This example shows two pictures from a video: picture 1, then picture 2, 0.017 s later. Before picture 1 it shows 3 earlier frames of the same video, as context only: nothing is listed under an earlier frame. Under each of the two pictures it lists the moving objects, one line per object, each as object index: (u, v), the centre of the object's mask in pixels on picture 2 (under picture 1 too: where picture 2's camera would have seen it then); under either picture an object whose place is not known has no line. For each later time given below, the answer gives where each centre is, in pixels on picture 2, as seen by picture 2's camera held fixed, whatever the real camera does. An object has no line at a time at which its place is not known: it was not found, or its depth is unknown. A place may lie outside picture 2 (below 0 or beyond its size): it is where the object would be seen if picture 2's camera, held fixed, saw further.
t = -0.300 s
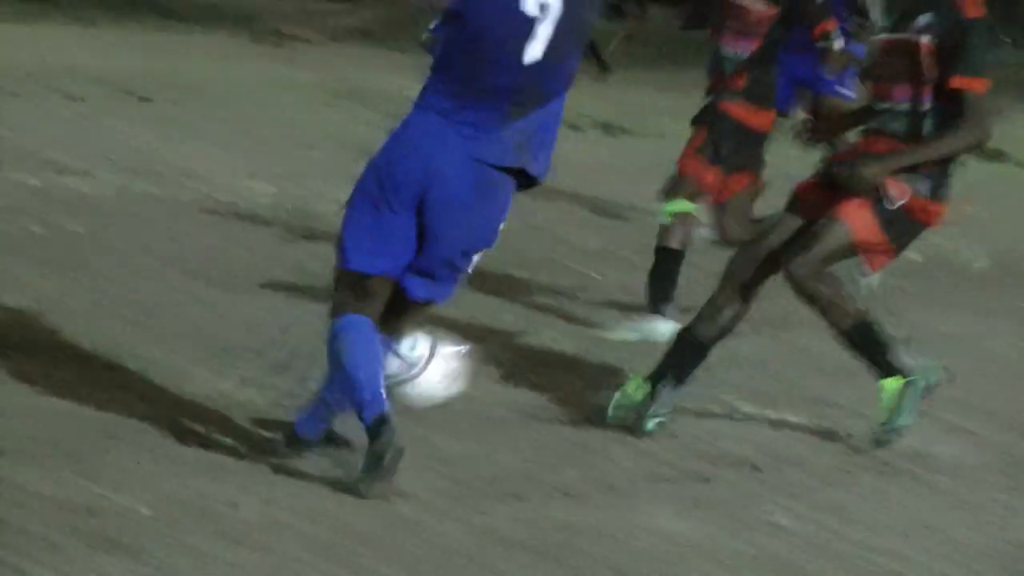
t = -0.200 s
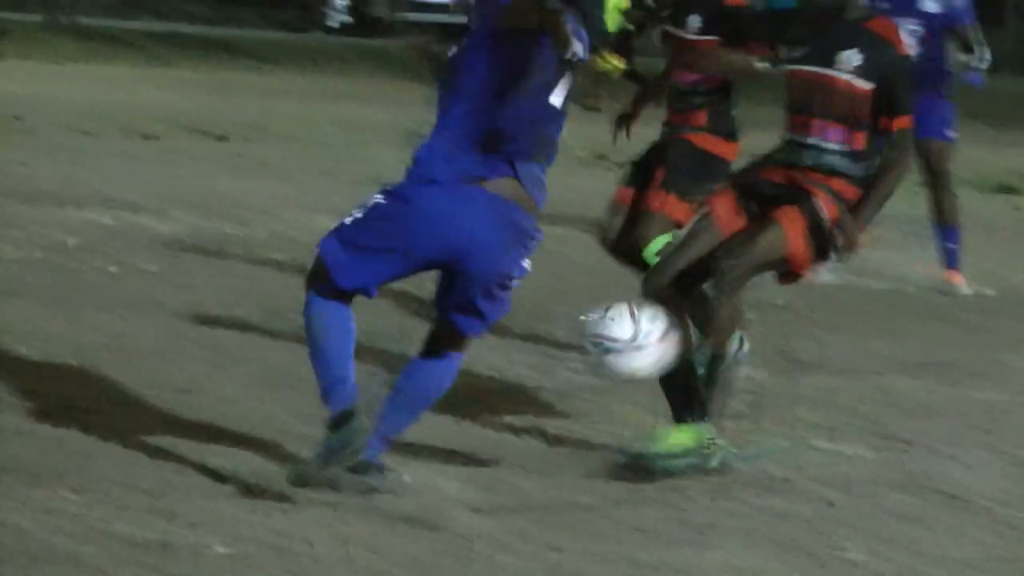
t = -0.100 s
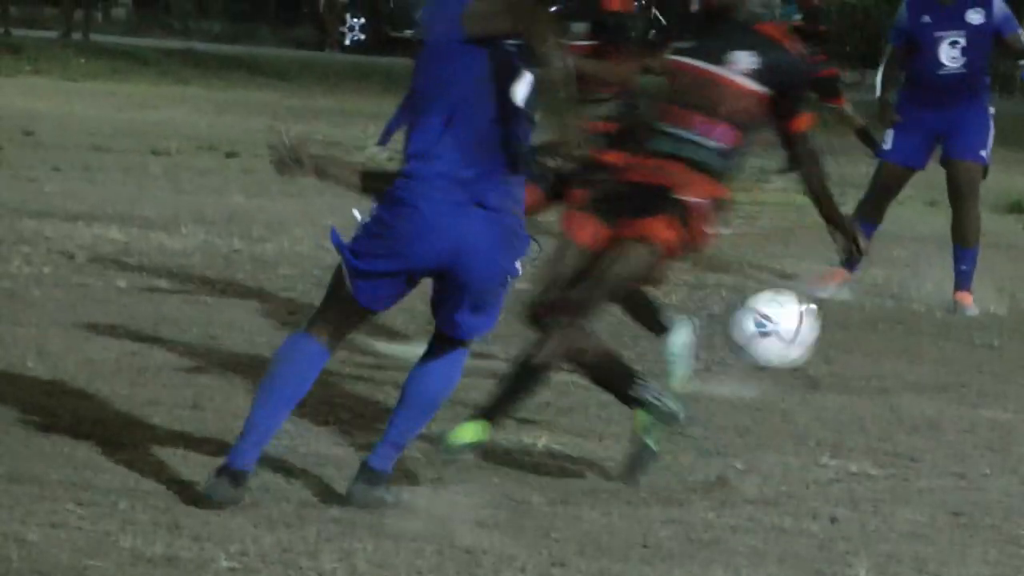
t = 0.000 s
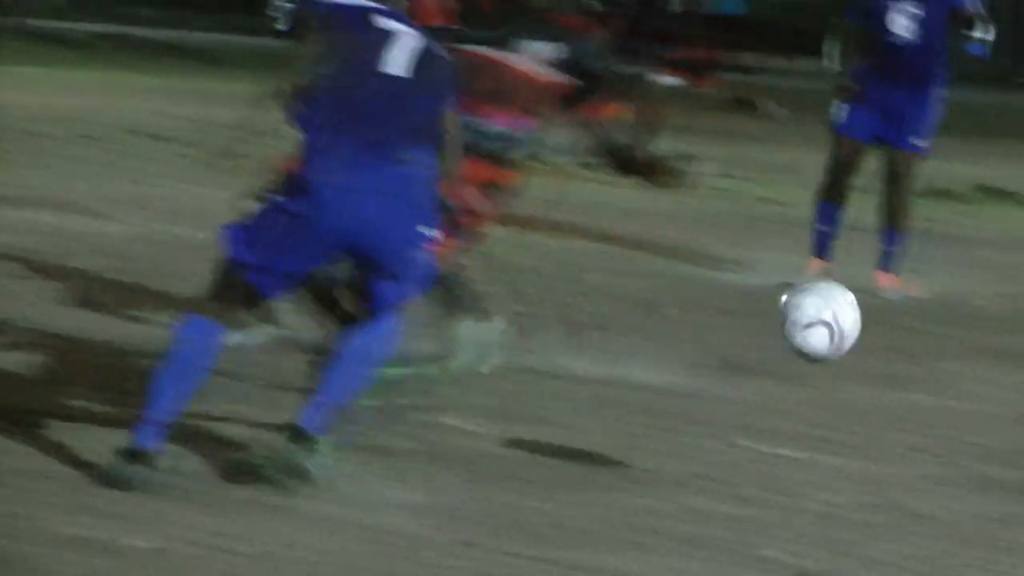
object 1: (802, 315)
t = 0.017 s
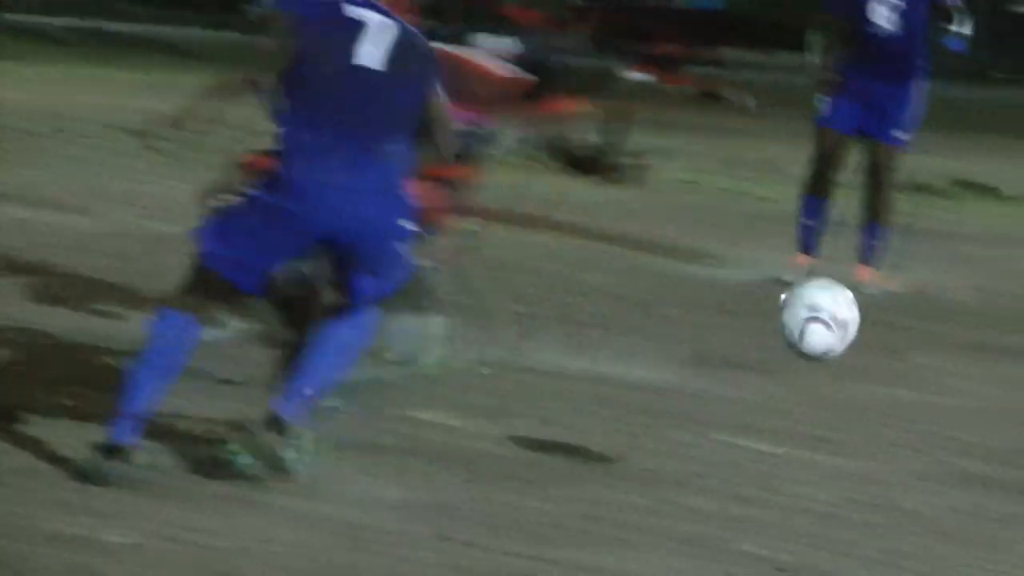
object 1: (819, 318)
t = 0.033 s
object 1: (835, 322)
